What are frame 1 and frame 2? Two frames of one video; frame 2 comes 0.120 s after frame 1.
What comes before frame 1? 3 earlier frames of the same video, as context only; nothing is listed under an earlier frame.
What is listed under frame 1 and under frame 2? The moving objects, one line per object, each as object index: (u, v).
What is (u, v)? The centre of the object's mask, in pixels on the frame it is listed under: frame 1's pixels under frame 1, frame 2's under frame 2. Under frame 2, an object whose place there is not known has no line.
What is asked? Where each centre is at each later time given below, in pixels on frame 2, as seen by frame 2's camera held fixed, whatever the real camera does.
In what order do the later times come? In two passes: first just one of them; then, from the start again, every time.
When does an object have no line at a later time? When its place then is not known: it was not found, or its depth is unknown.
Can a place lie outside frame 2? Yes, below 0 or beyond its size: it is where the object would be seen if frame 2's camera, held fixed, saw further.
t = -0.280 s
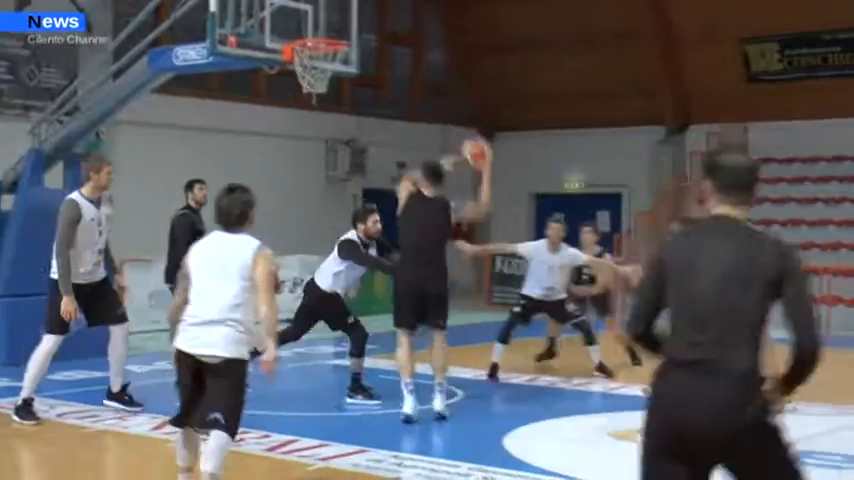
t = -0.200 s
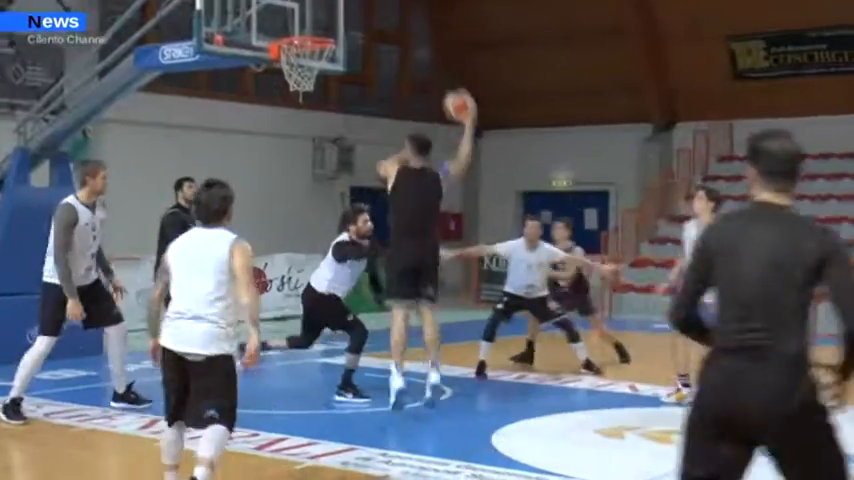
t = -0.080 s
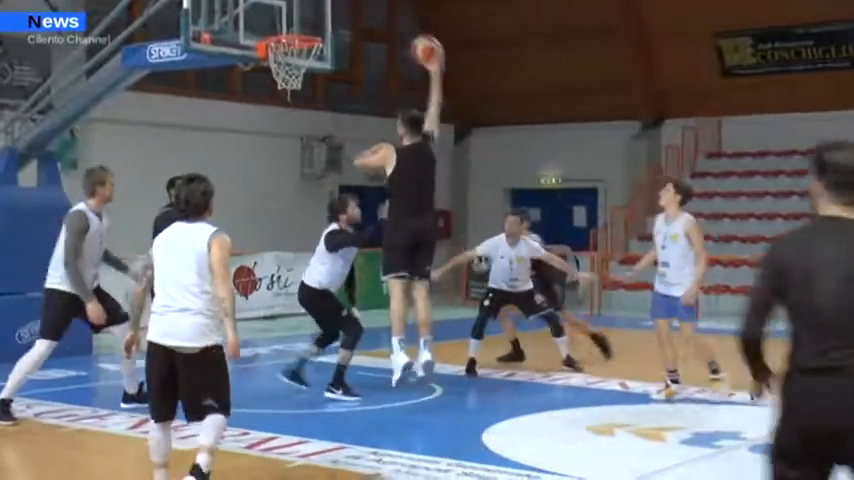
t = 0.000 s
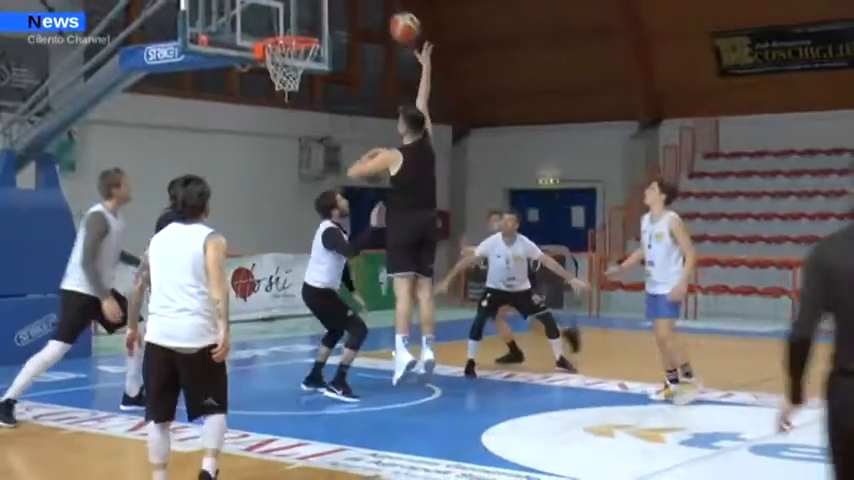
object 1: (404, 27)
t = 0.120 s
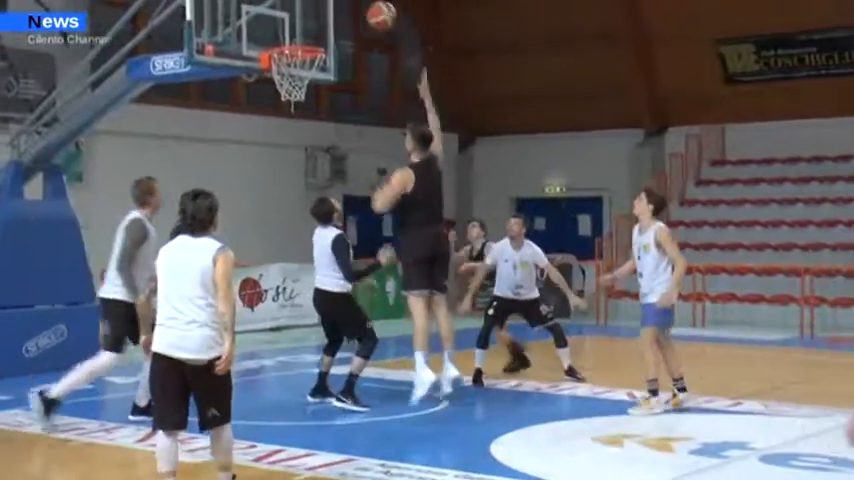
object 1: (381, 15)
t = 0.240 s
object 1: (354, 10)
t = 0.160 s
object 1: (372, 12)
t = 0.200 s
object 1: (363, 10)
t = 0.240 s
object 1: (354, 10)
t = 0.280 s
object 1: (345, 12)
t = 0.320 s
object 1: (336, 17)
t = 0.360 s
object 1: (327, 24)
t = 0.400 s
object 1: (317, 31)
